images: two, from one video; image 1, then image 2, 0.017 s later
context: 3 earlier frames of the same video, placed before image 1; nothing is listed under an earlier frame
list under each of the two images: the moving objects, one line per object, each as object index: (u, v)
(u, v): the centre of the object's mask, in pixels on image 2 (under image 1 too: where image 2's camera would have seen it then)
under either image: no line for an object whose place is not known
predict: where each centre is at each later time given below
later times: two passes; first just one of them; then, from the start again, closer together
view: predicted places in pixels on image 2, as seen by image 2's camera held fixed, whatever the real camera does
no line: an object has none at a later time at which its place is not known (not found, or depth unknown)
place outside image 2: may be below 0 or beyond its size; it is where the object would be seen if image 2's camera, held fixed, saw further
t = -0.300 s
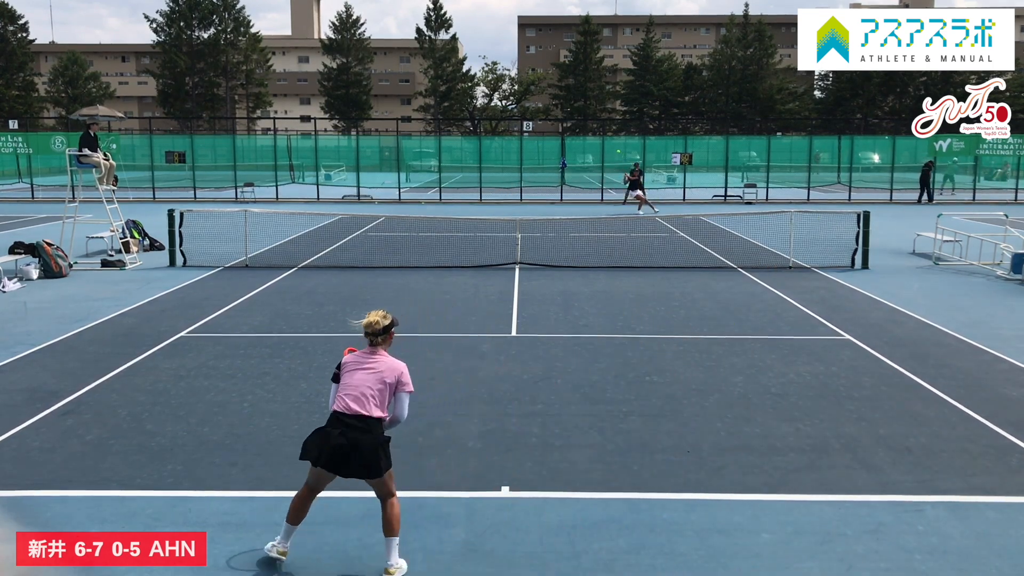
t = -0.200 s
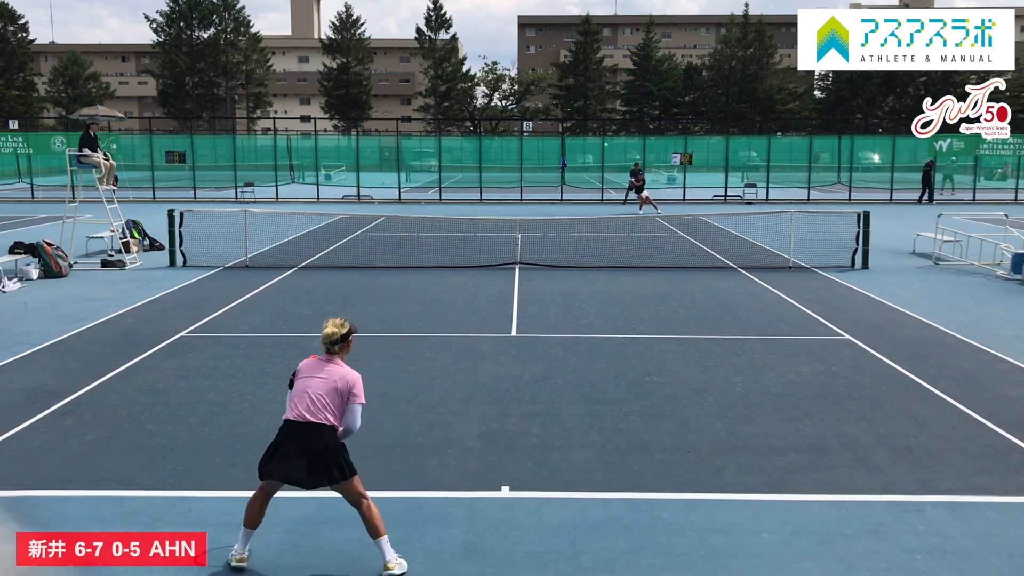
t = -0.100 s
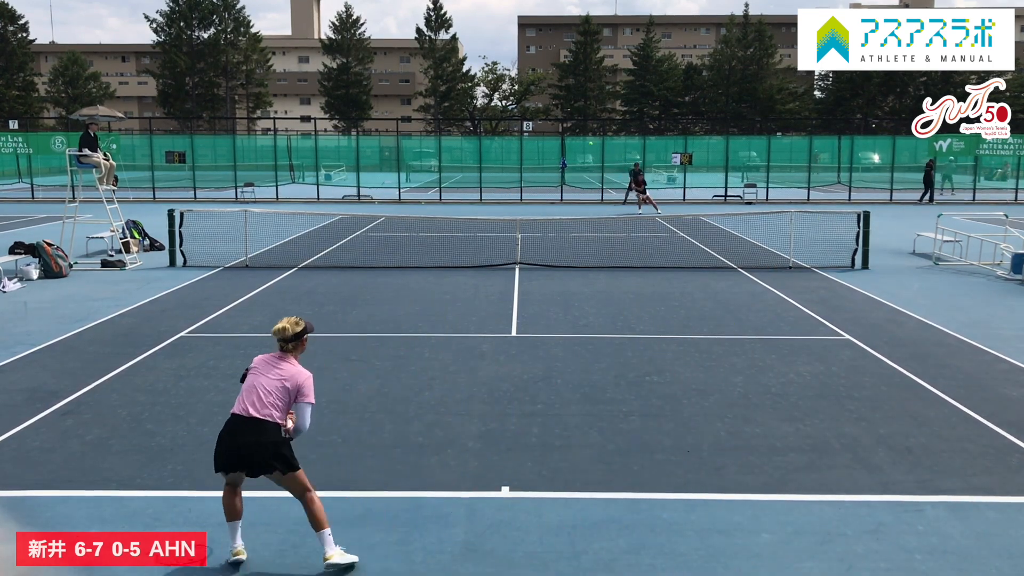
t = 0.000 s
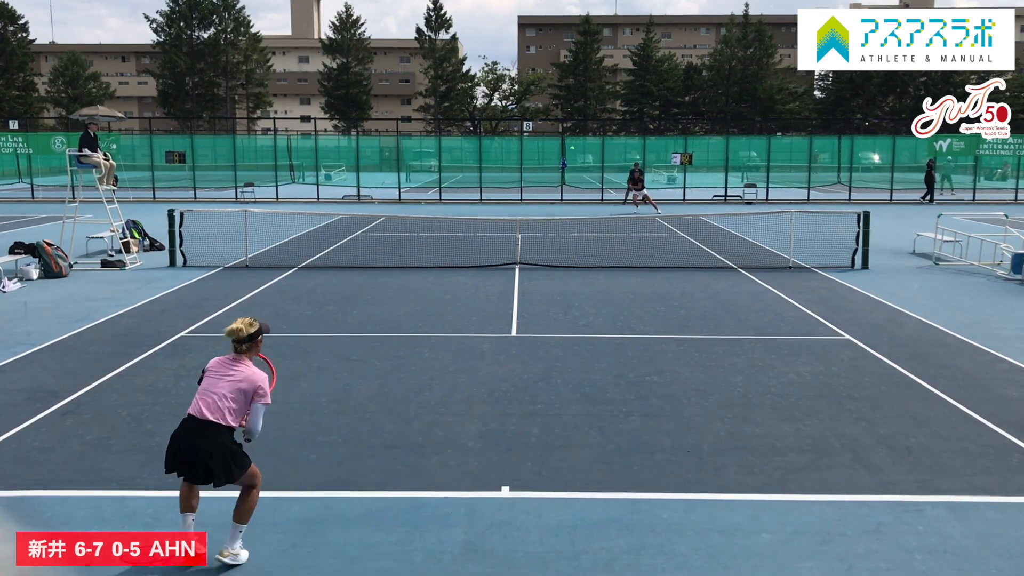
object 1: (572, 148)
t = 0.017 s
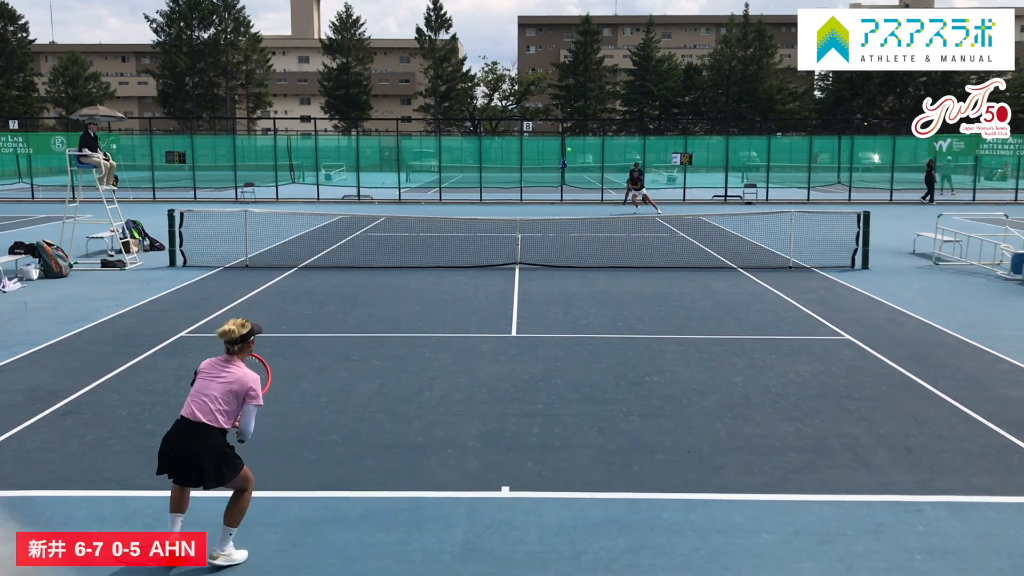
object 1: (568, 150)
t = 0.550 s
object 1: (367, 372)
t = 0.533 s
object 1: (375, 373)
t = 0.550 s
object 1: (367, 372)
